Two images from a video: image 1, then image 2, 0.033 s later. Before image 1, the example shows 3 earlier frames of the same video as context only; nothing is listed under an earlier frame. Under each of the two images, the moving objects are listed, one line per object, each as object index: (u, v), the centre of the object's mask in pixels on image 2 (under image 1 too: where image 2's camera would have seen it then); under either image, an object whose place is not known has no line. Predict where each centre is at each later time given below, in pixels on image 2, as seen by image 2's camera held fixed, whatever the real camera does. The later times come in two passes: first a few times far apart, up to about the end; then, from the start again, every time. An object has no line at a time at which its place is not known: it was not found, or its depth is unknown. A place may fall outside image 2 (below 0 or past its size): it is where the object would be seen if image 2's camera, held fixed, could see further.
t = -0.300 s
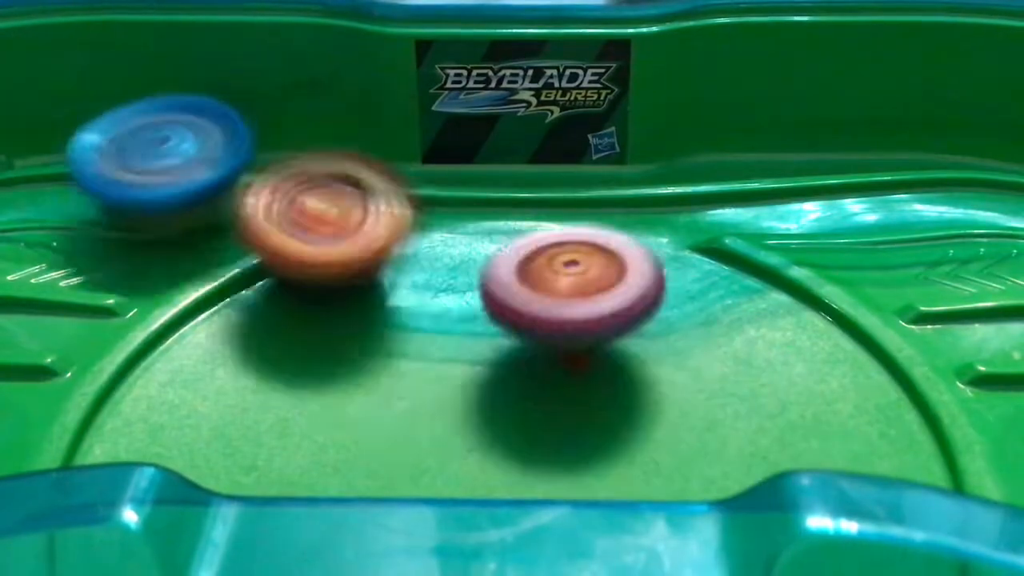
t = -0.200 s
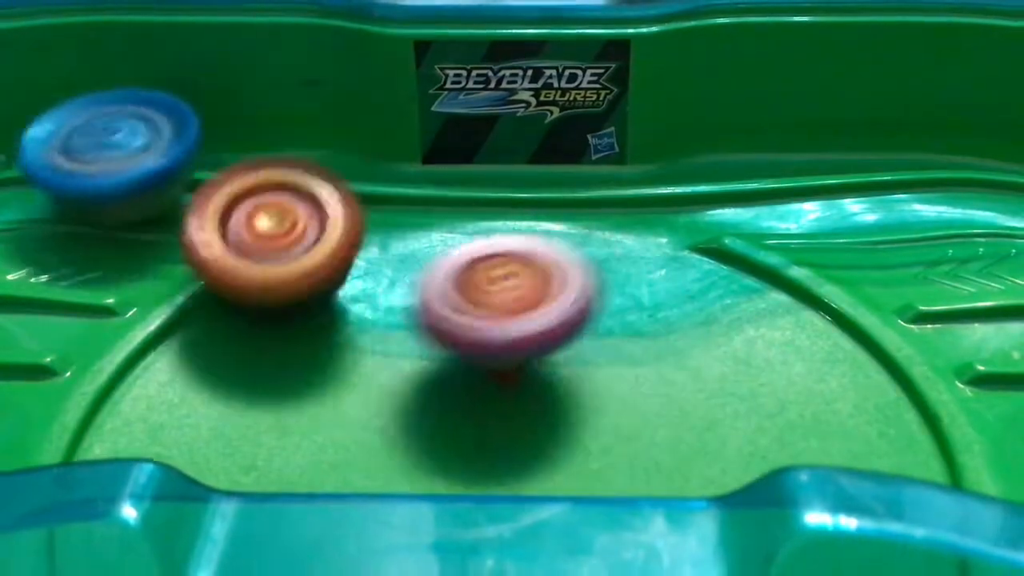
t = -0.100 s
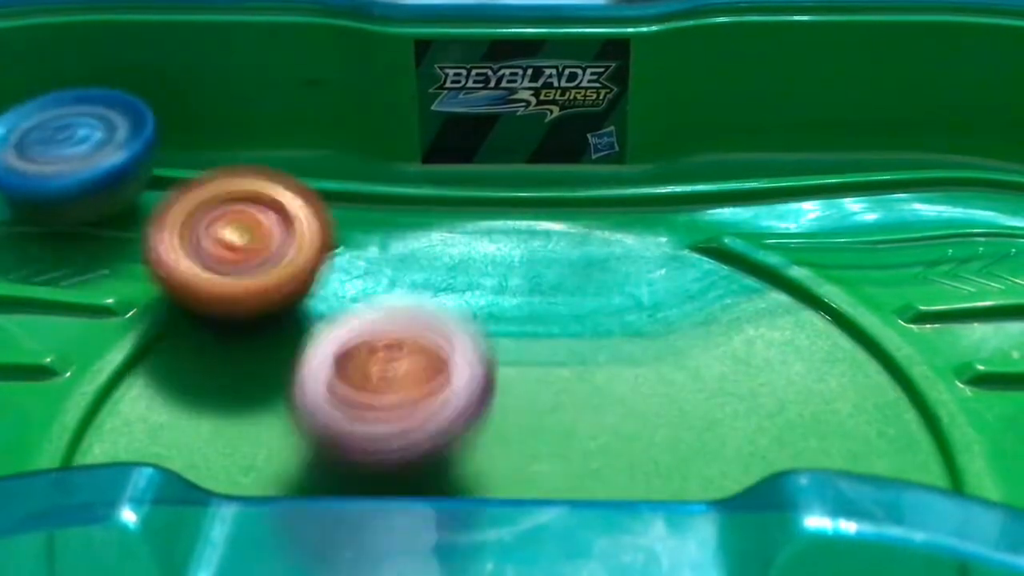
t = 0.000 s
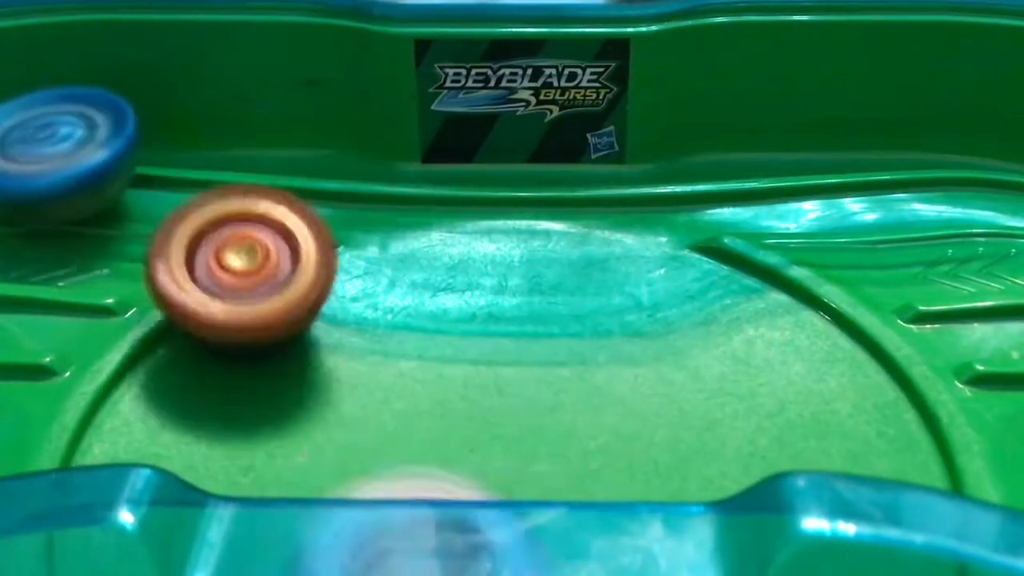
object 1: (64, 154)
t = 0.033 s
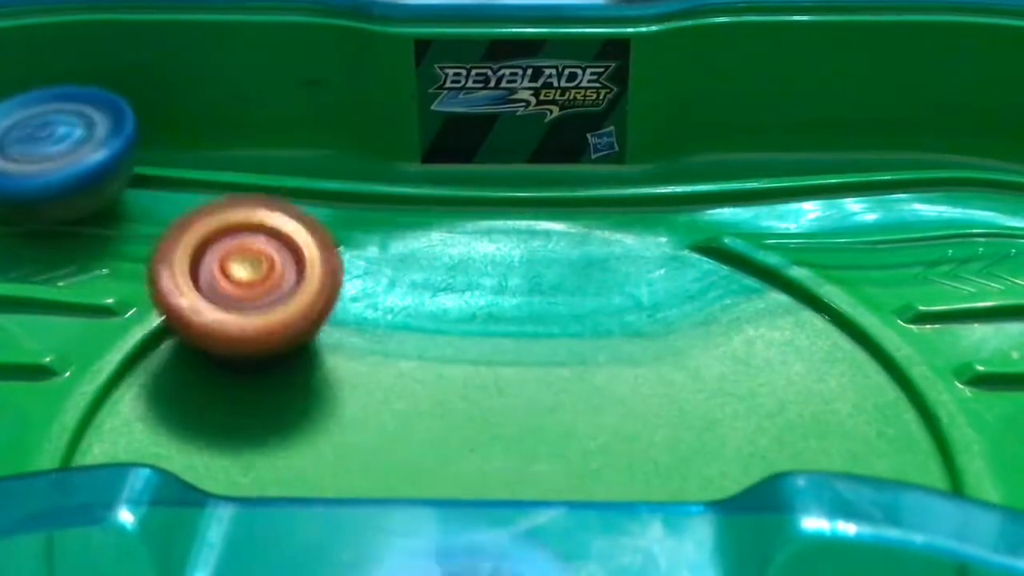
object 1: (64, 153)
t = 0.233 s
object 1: (72, 153)
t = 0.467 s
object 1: (163, 163)
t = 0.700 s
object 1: (317, 170)
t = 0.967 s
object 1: (548, 378)
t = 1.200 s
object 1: (914, 435)
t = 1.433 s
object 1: (637, 217)
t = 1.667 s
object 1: (271, 255)
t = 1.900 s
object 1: (448, 245)
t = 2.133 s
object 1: (437, 223)
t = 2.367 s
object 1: (489, 139)
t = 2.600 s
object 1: (533, 248)
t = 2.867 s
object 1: (366, 307)
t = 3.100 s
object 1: (286, 335)
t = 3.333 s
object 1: (332, 425)
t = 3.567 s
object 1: (216, 421)
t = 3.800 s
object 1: (224, 439)
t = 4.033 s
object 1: (430, 399)
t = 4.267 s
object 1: (573, 323)
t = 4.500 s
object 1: (544, 317)
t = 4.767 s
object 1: (555, 406)
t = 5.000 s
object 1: (560, 424)
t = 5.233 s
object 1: (620, 442)
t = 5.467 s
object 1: (498, 405)
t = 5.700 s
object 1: (307, 465)
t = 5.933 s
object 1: (324, 492)
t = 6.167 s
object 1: (376, 458)
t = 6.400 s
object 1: (422, 449)
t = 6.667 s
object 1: (438, 476)
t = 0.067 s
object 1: (63, 153)
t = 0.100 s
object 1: (63, 153)
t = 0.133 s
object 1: (64, 153)
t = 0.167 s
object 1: (65, 153)
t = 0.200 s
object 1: (68, 153)
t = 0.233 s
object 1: (72, 153)
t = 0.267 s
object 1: (76, 154)
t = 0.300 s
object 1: (85, 154)
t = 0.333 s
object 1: (95, 155)
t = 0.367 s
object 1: (108, 158)
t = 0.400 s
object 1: (124, 159)
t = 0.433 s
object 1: (143, 160)
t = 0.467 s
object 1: (163, 163)
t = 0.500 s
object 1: (186, 163)
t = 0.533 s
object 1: (208, 165)
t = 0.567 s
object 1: (231, 165)
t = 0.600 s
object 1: (252, 170)
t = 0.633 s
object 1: (275, 169)
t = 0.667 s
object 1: (292, 168)
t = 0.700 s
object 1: (317, 170)
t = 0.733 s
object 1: (341, 168)
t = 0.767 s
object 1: (367, 173)
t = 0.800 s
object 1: (393, 183)
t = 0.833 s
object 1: (414, 206)
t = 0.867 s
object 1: (434, 245)
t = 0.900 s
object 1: (459, 290)
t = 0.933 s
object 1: (496, 337)
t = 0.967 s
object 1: (548, 378)
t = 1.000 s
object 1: (601, 415)
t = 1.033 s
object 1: (669, 435)
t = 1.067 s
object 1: (736, 442)
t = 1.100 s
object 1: (823, 445)
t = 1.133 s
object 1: (905, 448)
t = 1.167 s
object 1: (928, 438)
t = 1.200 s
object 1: (914, 435)
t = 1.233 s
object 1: (893, 429)
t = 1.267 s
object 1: (860, 422)
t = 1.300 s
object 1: (828, 412)
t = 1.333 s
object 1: (785, 368)
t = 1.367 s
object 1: (735, 310)
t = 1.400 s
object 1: (689, 260)
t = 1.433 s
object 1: (637, 217)
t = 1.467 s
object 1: (586, 186)
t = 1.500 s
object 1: (533, 168)
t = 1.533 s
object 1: (477, 172)
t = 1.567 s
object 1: (415, 181)
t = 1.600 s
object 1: (358, 191)
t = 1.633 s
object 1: (308, 214)
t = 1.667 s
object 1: (271, 255)
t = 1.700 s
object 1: (288, 261)
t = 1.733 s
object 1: (321, 264)
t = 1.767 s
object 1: (355, 268)
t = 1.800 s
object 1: (389, 272)
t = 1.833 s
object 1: (424, 275)
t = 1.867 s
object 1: (441, 264)
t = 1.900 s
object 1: (448, 245)
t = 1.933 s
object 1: (453, 230)
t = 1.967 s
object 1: (455, 218)
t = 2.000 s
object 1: (452, 210)
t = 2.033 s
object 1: (447, 205)
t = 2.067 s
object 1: (443, 205)
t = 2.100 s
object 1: (439, 211)
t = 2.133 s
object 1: (437, 223)
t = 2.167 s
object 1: (435, 234)
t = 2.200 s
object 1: (445, 226)
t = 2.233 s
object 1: (460, 188)
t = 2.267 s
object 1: (473, 154)
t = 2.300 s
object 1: (478, 142)
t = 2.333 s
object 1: (483, 142)
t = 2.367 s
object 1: (489, 139)
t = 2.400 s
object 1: (495, 143)
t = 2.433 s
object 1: (502, 153)
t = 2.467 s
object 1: (506, 172)
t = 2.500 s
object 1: (510, 193)
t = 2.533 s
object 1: (516, 212)
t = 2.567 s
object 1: (524, 231)
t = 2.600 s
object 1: (533, 248)
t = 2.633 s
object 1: (517, 253)
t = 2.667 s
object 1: (484, 254)
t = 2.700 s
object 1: (458, 258)
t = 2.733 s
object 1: (432, 264)
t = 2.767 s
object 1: (412, 279)
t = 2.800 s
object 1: (396, 297)
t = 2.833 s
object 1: (382, 310)
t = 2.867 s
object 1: (366, 307)
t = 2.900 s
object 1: (343, 300)
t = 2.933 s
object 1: (322, 294)
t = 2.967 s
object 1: (303, 294)
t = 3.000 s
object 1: (289, 298)
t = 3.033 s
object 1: (281, 309)
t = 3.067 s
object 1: (279, 320)
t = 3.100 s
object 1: (286, 335)
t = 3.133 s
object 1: (299, 350)
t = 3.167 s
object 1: (318, 363)
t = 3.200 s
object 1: (336, 377)
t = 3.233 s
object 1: (329, 388)
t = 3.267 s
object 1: (326, 403)
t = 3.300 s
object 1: (325, 415)
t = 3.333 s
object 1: (332, 425)
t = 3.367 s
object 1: (348, 433)
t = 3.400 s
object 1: (368, 437)
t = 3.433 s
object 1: (372, 439)
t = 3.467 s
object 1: (330, 433)
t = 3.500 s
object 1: (287, 428)
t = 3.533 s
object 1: (247, 424)
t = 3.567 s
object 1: (216, 421)
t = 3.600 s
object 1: (190, 421)
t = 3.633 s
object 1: (170, 420)
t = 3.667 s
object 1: (162, 423)
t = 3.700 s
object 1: (164, 427)
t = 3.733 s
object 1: (174, 431)
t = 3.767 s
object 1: (195, 436)
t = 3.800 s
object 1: (224, 439)
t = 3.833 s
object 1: (251, 440)
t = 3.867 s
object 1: (281, 439)
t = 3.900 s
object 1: (313, 436)
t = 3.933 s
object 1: (343, 428)
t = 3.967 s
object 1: (373, 417)
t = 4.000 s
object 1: (396, 406)
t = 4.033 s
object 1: (430, 399)
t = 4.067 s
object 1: (463, 392)
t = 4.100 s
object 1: (494, 381)
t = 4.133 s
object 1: (519, 370)
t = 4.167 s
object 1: (540, 357)
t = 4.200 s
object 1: (556, 347)
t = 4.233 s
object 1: (567, 334)
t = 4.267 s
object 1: (573, 323)
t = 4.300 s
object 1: (576, 314)
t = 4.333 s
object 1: (576, 308)
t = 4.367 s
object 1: (571, 304)
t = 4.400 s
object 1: (564, 301)
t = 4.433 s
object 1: (555, 302)
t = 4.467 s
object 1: (550, 308)
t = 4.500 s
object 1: (544, 317)
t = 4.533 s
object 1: (540, 328)
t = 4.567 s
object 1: (537, 341)
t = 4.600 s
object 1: (536, 353)
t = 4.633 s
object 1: (538, 363)
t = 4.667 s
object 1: (540, 374)
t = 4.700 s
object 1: (545, 385)
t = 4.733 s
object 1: (549, 395)
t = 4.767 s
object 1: (555, 406)
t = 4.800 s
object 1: (560, 413)
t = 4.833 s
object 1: (565, 417)
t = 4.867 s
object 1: (568, 421)
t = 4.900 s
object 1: (573, 424)
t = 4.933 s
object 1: (576, 427)
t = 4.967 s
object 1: (576, 427)
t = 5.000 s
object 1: (560, 424)
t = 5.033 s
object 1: (536, 422)
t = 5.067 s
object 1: (567, 436)
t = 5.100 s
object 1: (576, 441)
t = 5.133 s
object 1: (581, 447)
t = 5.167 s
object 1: (592, 447)
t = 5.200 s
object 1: (605, 445)
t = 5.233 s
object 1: (620, 442)
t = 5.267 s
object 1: (639, 437)
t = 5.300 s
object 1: (641, 436)
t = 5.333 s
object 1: (620, 436)
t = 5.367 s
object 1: (586, 423)
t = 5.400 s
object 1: (551, 422)
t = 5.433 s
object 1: (522, 410)
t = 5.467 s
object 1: (498, 405)
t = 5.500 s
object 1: (479, 411)
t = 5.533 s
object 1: (458, 425)
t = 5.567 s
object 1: (441, 437)
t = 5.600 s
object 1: (417, 452)
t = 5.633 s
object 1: (384, 456)
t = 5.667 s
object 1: (339, 464)
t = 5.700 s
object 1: (307, 465)
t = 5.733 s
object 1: (289, 468)
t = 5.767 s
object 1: (277, 474)
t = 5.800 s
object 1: (270, 479)
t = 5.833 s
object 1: (271, 482)
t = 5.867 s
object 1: (281, 485)
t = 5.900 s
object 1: (303, 489)
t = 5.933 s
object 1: (324, 492)
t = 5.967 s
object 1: (347, 490)
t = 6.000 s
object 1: (357, 487)
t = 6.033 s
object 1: (360, 481)
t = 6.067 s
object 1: (356, 480)
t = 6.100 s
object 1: (401, 486)
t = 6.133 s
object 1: (391, 465)
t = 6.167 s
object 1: (376, 458)
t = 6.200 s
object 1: (381, 455)
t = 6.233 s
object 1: (392, 454)
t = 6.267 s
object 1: (404, 453)
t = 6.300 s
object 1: (416, 452)
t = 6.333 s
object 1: (423, 451)
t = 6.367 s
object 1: (424, 450)
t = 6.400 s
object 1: (422, 449)
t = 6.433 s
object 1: (419, 448)
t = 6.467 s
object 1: (421, 453)
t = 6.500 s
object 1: (436, 465)
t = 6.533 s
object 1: (446, 471)
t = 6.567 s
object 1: (457, 468)
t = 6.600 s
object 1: (464, 466)
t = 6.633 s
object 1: (459, 469)
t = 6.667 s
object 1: (438, 476)
